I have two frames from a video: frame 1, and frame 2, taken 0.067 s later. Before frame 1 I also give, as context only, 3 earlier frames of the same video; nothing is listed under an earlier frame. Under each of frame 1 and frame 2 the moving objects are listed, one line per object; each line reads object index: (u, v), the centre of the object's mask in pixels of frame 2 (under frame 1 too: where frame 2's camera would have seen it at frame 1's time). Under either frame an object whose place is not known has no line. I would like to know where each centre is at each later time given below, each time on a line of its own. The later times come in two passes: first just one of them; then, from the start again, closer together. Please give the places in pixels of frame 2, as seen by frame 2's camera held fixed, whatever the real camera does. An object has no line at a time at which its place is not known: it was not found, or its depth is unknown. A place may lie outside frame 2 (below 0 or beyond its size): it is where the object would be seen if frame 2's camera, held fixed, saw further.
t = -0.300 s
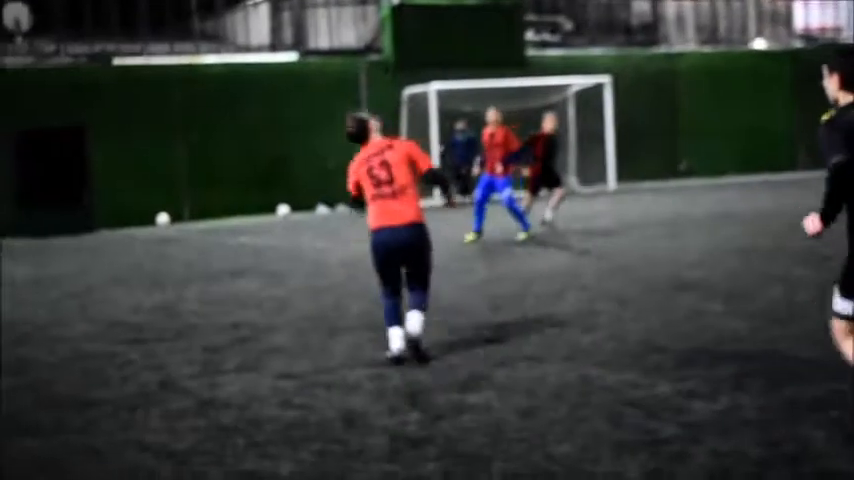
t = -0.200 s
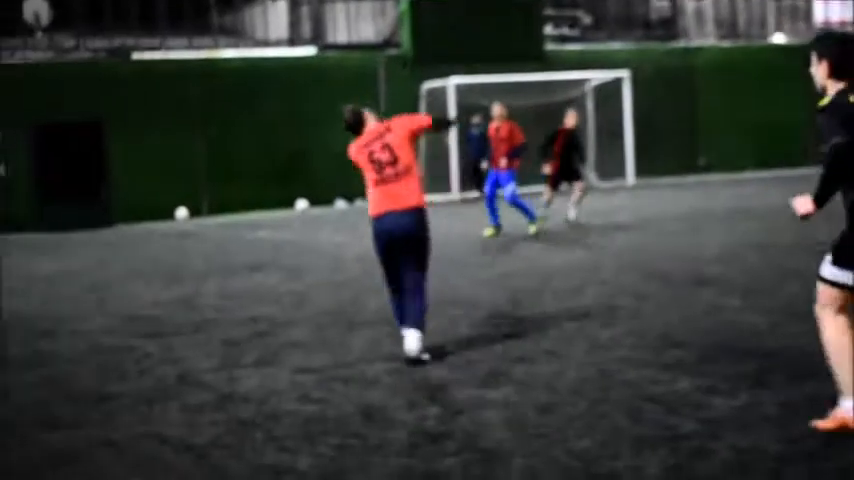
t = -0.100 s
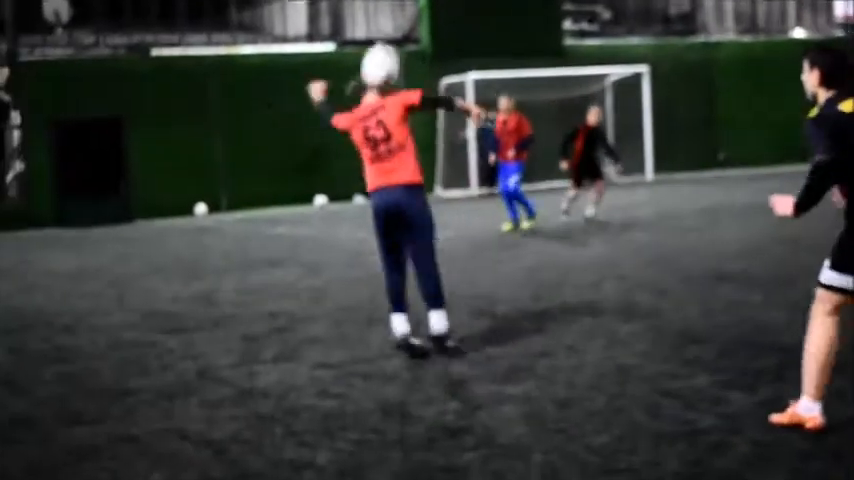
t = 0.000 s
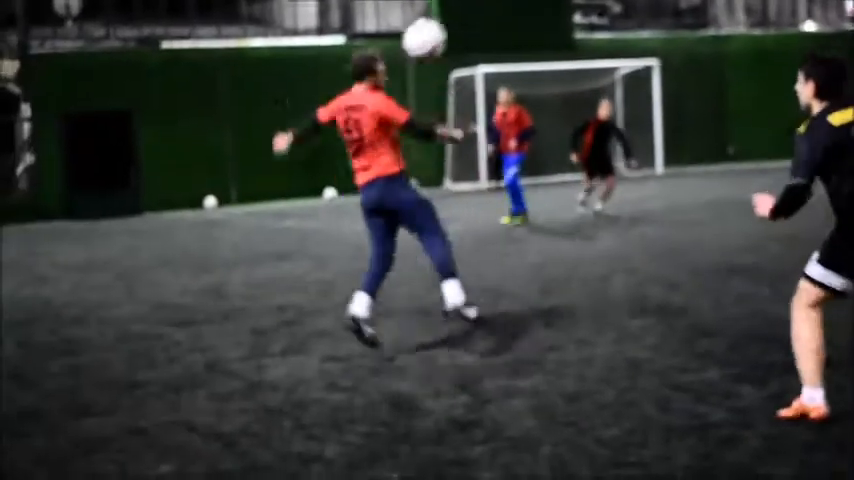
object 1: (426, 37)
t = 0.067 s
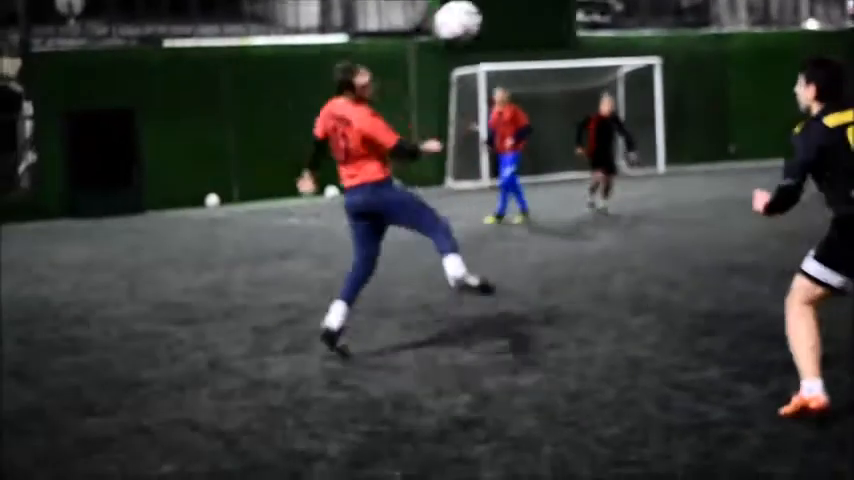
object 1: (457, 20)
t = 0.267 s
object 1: (580, 21)
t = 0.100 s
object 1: (475, 16)
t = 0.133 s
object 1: (494, 14)
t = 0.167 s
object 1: (515, 14)
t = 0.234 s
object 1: (558, 18)
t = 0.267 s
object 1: (580, 21)
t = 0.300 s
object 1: (604, 26)
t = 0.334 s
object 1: (630, 36)
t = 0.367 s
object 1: (661, 52)
